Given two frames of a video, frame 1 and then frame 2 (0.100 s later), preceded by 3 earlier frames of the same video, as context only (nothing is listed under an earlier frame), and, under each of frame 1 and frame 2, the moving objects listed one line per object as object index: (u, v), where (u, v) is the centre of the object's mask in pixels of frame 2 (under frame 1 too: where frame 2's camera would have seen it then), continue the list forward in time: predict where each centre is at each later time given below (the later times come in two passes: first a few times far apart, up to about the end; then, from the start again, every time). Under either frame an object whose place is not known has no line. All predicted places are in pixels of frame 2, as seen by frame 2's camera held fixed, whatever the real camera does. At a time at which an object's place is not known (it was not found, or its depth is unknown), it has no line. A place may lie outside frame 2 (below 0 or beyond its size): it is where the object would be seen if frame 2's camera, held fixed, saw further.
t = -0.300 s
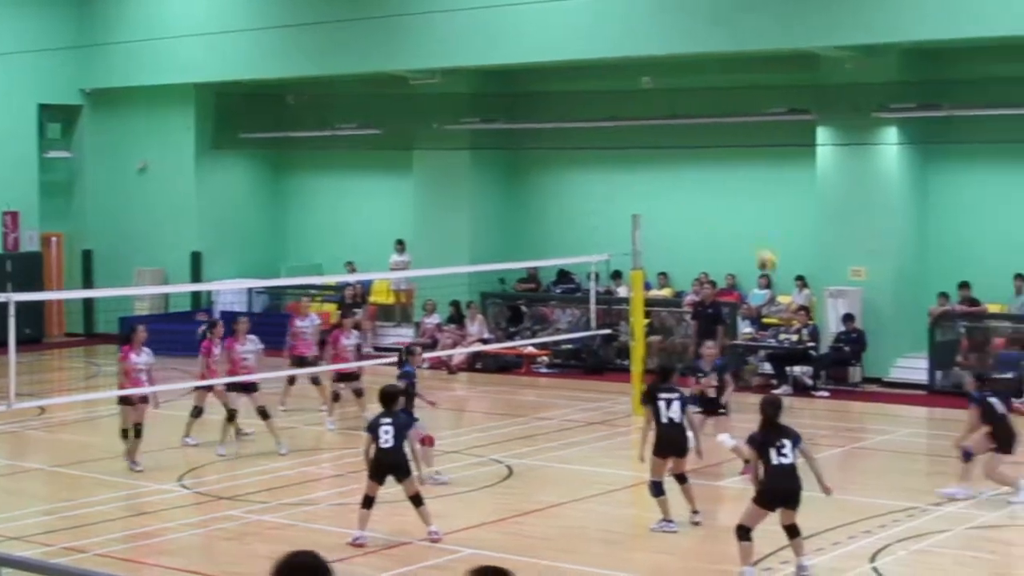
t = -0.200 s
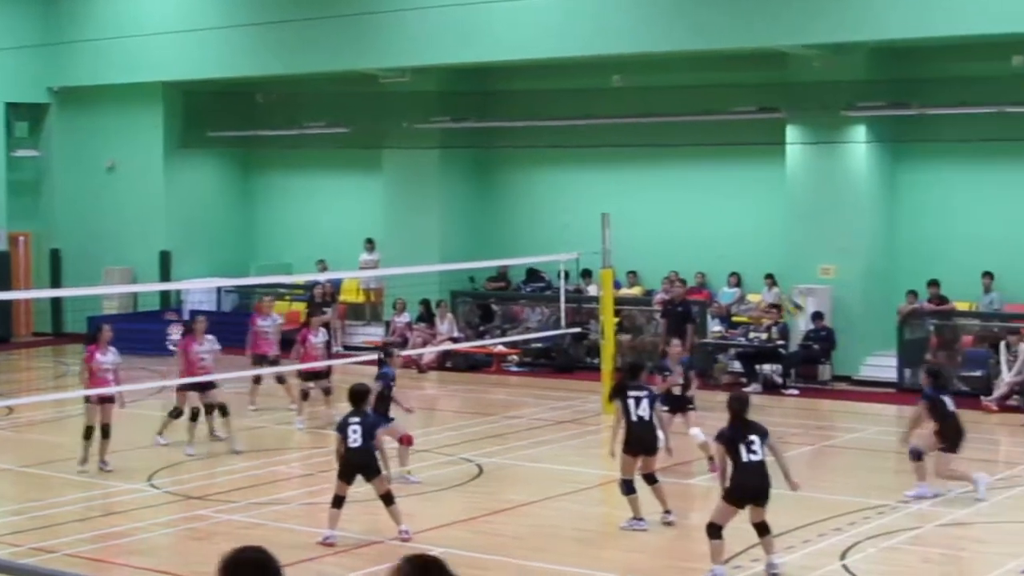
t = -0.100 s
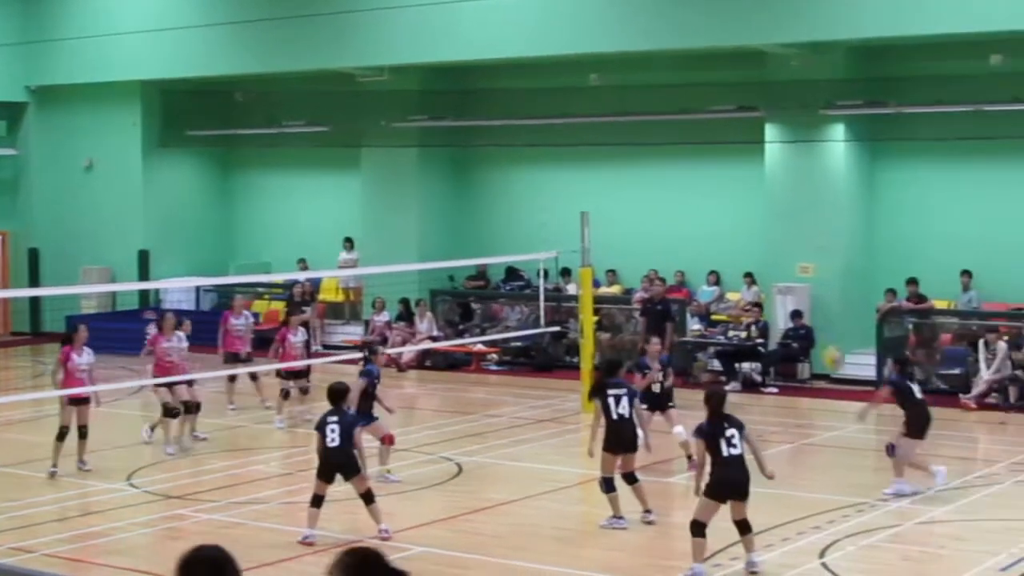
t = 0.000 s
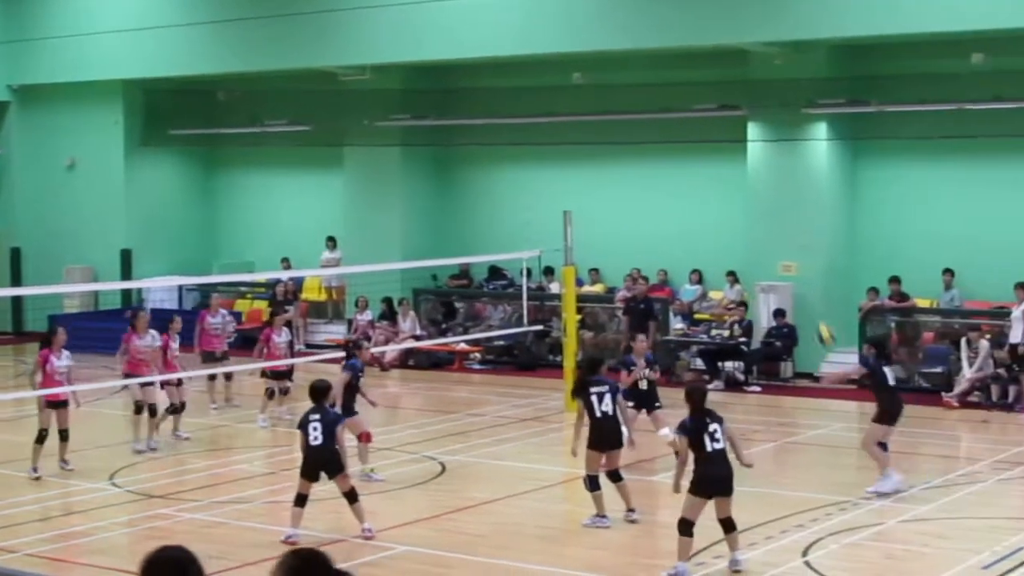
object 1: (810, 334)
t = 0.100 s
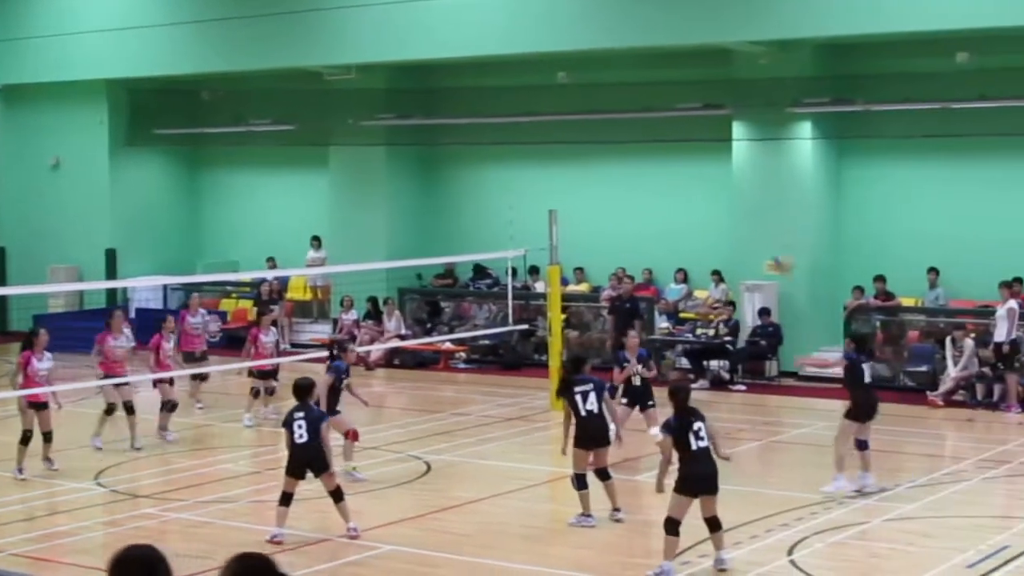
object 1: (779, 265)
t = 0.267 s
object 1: (739, 173)
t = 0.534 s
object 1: (677, 89)
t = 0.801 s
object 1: (625, 73)
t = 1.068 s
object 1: (575, 118)
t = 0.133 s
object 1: (773, 243)
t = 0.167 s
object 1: (764, 223)
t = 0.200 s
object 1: (757, 204)
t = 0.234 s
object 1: (748, 188)
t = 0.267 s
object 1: (739, 173)
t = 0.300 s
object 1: (730, 157)
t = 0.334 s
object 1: (723, 143)
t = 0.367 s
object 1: (714, 130)
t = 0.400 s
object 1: (707, 119)
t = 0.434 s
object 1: (701, 111)
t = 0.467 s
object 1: (693, 102)
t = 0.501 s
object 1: (685, 96)
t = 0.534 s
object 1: (677, 89)
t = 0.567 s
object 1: (671, 83)
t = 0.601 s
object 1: (663, 78)
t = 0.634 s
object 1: (657, 74)
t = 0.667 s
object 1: (649, 72)
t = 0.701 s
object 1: (643, 70)
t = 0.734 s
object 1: (637, 71)
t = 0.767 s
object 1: (630, 71)
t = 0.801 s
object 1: (625, 73)
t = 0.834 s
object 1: (618, 76)
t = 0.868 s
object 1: (610, 79)
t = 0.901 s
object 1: (604, 83)
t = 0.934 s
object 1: (598, 88)
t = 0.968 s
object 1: (592, 93)
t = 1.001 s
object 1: (587, 100)
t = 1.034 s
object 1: (581, 109)
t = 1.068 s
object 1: (575, 118)
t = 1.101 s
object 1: (569, 128)
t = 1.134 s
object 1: (564, 139)
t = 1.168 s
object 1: (557, 149)
